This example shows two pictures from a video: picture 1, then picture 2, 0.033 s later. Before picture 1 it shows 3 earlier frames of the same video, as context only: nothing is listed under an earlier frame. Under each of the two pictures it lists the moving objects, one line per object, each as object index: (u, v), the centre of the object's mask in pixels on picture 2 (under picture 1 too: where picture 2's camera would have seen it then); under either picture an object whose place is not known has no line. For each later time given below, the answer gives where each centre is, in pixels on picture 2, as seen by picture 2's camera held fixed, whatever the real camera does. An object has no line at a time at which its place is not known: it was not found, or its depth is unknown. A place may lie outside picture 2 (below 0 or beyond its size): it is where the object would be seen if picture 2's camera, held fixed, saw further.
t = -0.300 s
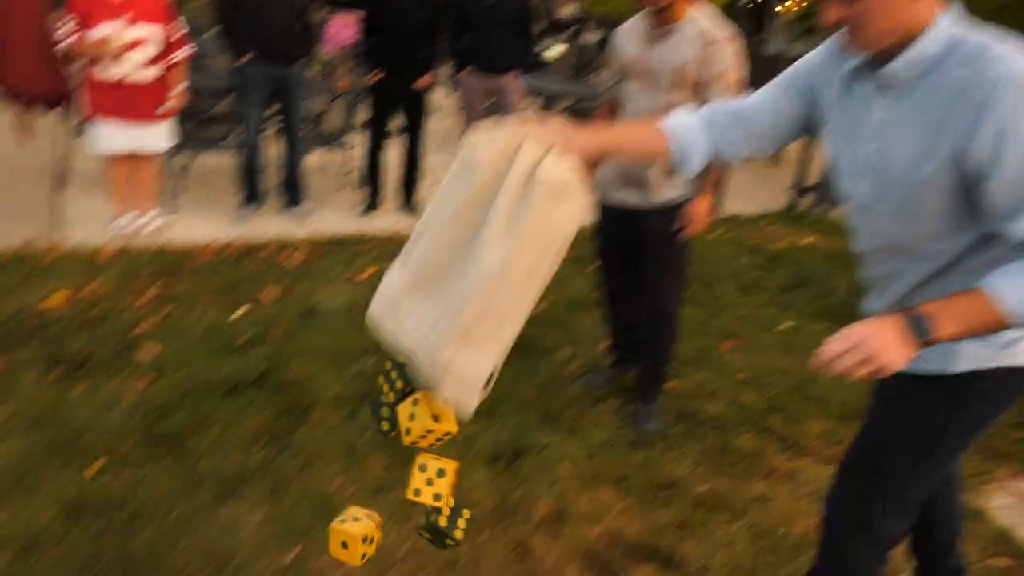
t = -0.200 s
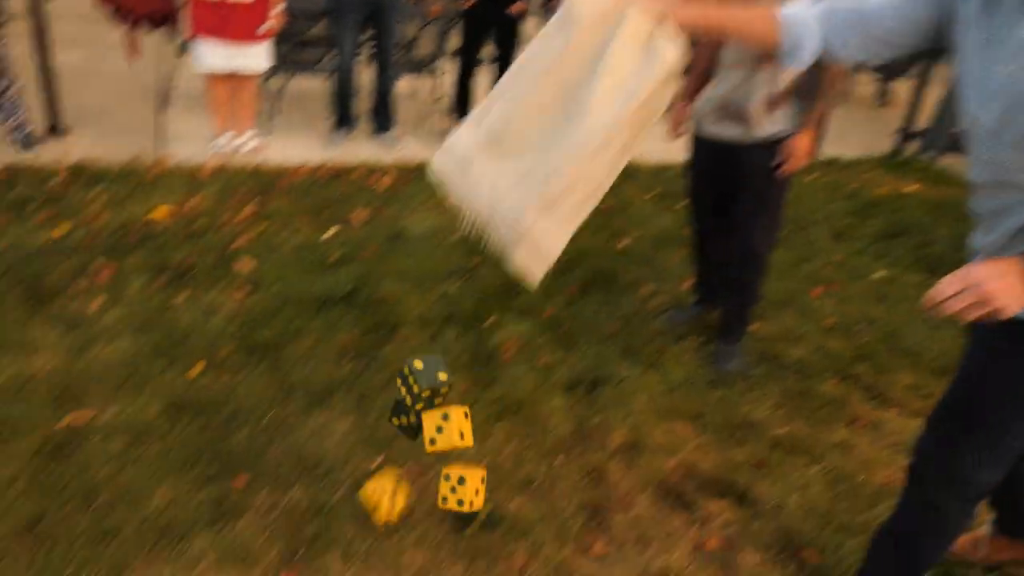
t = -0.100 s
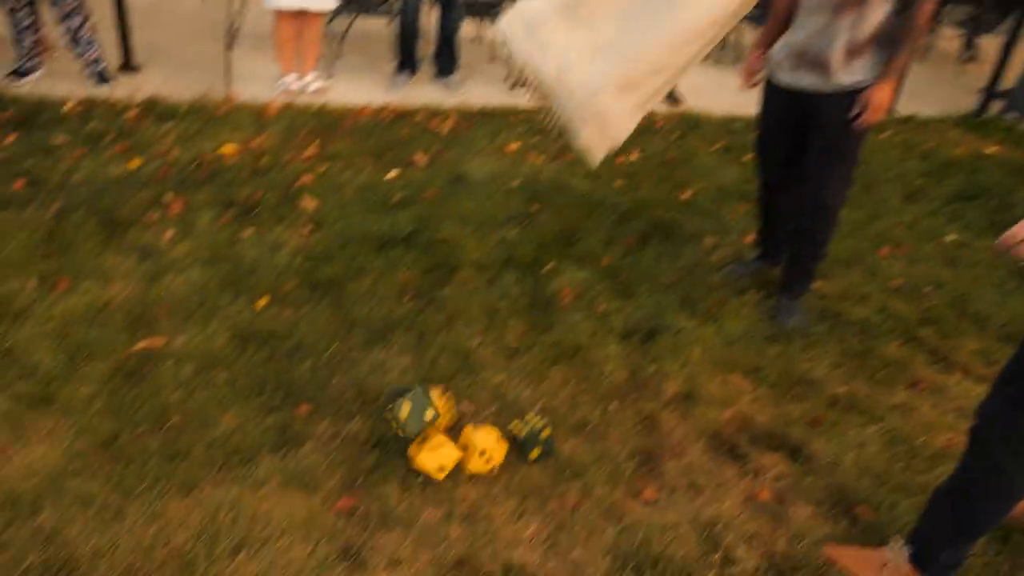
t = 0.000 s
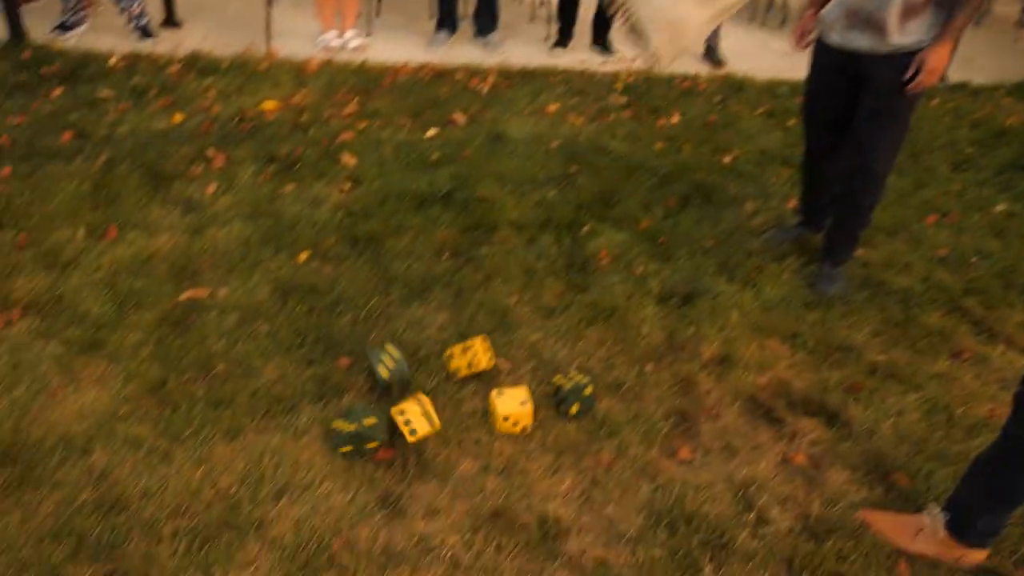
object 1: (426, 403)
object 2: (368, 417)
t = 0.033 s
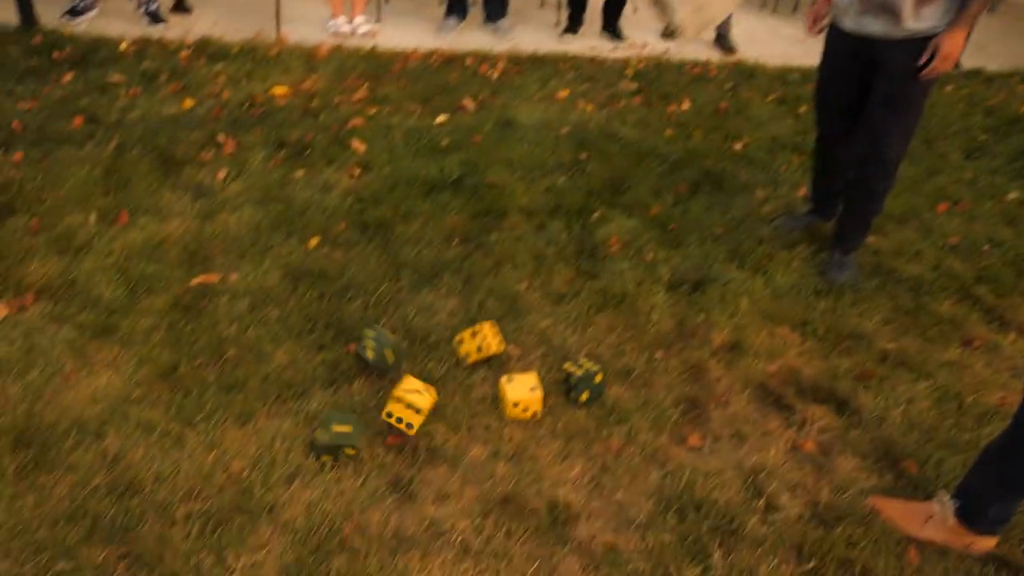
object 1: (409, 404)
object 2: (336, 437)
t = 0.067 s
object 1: (393, 409)
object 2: (305, 444)
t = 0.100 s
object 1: (377, 418)
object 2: (280, 451)
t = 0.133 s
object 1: (357, 432)
